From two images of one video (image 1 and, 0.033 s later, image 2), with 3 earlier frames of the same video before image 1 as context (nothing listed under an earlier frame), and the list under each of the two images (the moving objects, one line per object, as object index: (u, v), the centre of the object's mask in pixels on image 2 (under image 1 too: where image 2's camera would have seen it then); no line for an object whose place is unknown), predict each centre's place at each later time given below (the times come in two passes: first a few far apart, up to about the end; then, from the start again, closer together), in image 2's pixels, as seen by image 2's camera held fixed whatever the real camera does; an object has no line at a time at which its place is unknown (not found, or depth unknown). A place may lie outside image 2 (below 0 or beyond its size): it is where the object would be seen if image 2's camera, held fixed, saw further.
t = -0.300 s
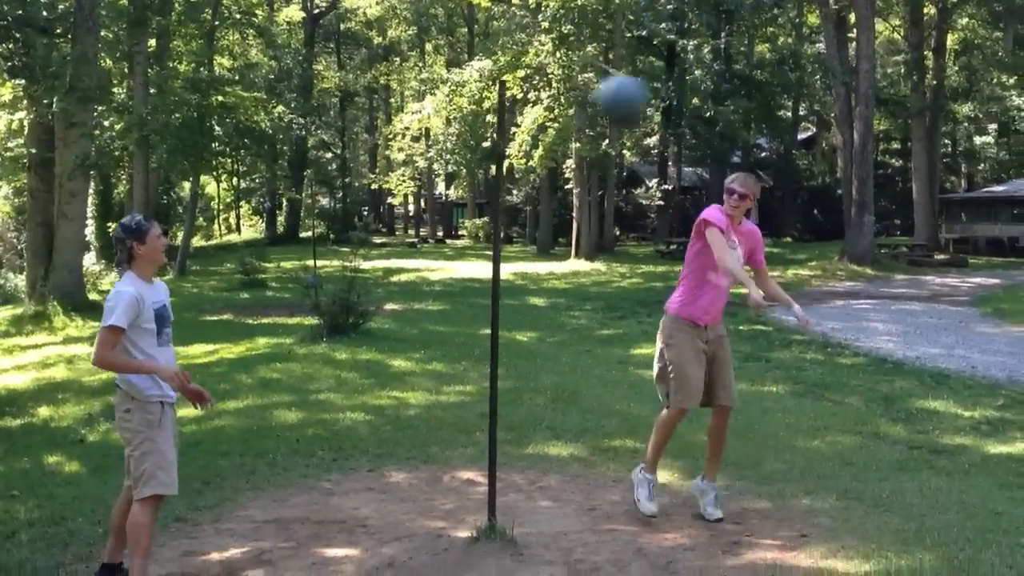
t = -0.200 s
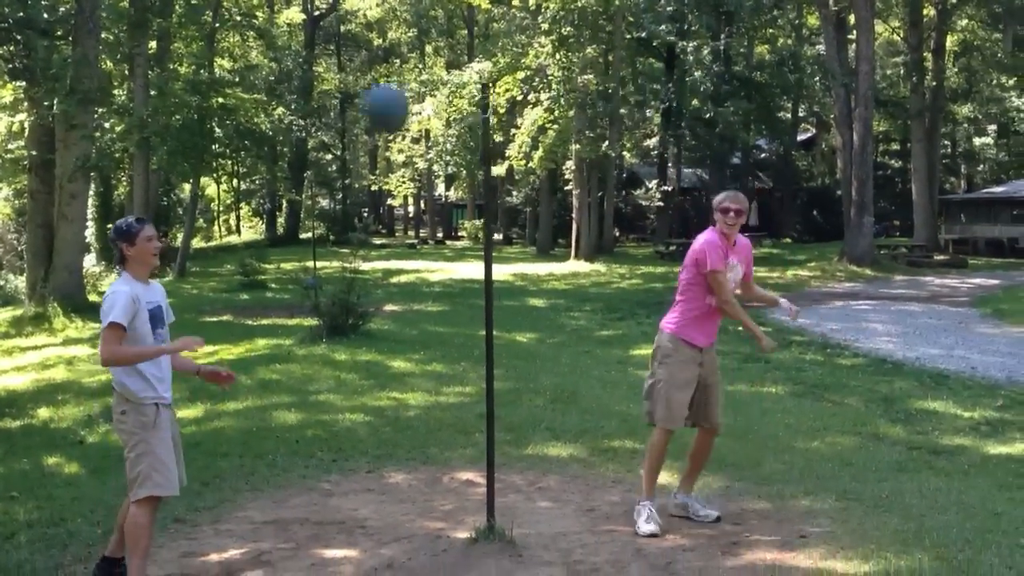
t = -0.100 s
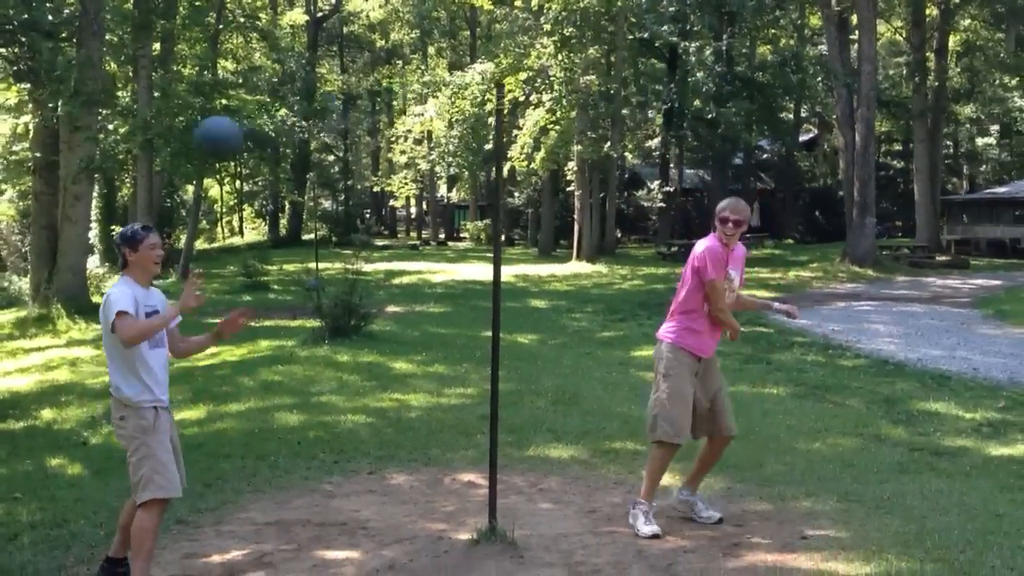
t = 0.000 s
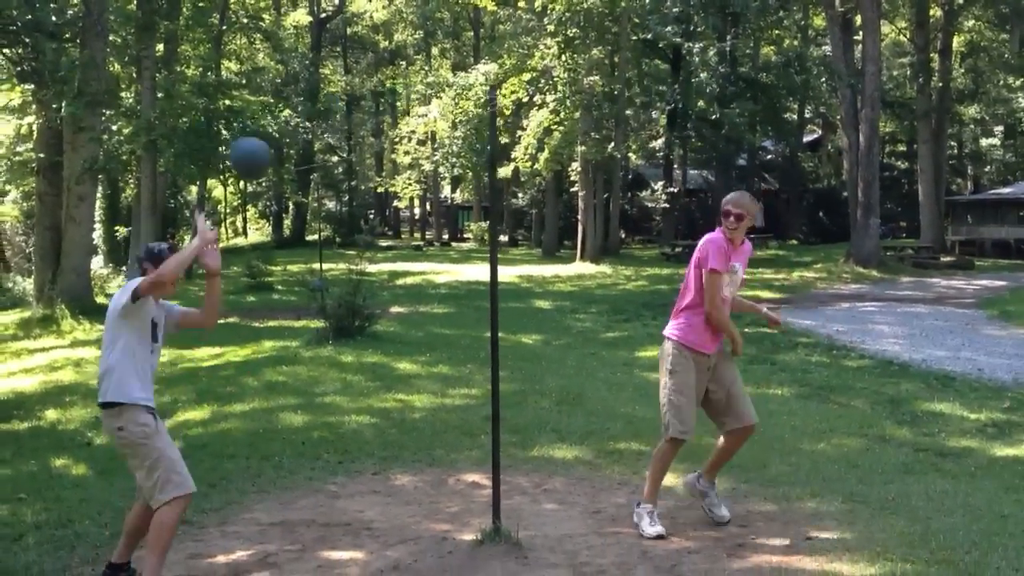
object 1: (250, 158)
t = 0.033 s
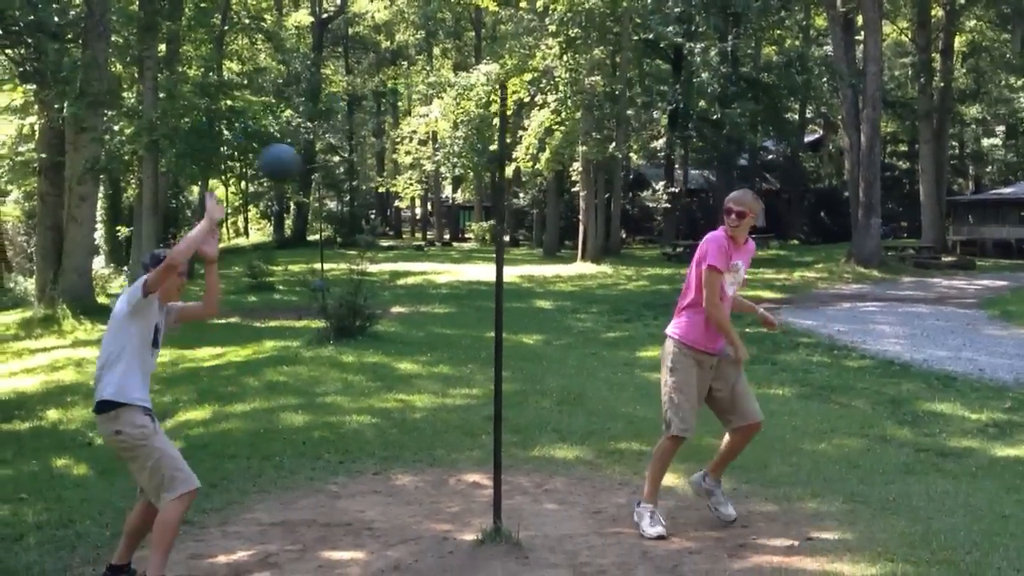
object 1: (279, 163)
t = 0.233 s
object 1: (479, 185)
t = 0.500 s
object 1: (752, 165)
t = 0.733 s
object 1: (620, 149)
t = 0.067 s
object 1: (309, 169)
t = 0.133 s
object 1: (366, 184)
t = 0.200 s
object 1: (437, 186)
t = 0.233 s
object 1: (479, 185)
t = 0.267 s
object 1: (523, 182)
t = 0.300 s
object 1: (564, 178)
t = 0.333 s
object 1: (610, 177)
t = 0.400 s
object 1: (694, 177)
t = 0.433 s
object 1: (728, 176)
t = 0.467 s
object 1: (744, 170)
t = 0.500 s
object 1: (752, 165)
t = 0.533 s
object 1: (755, 160)
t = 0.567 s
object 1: (755, 157)
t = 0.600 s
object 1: (754, 155)
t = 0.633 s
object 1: (750, 155)
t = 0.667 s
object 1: (722, 153)
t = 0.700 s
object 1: (678, 151)
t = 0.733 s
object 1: (620, 149)
